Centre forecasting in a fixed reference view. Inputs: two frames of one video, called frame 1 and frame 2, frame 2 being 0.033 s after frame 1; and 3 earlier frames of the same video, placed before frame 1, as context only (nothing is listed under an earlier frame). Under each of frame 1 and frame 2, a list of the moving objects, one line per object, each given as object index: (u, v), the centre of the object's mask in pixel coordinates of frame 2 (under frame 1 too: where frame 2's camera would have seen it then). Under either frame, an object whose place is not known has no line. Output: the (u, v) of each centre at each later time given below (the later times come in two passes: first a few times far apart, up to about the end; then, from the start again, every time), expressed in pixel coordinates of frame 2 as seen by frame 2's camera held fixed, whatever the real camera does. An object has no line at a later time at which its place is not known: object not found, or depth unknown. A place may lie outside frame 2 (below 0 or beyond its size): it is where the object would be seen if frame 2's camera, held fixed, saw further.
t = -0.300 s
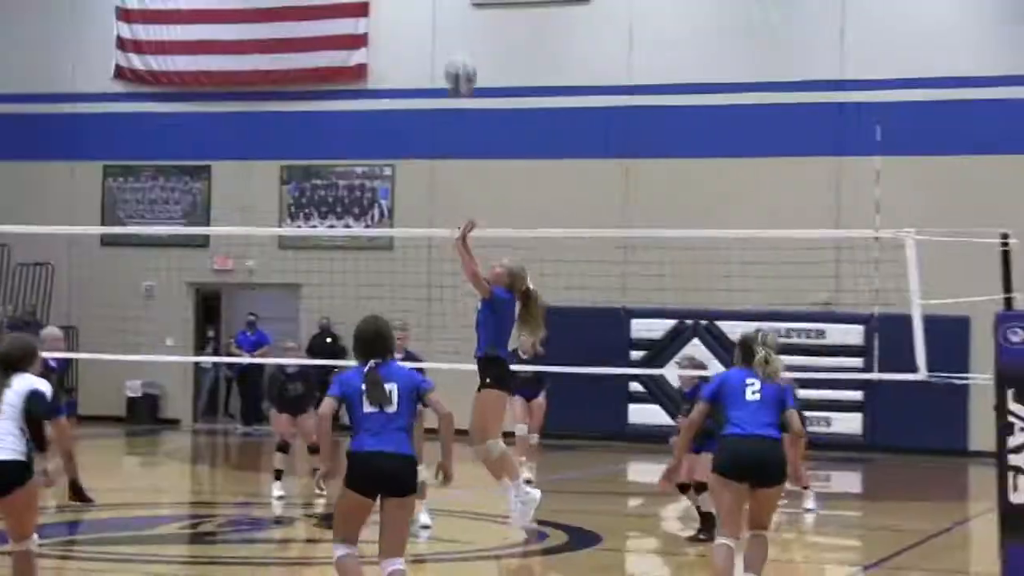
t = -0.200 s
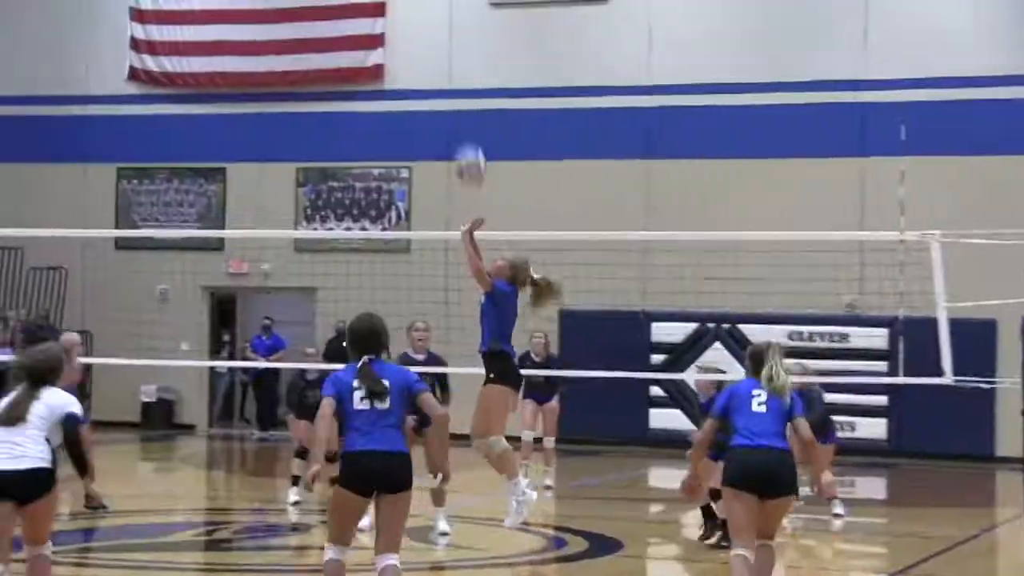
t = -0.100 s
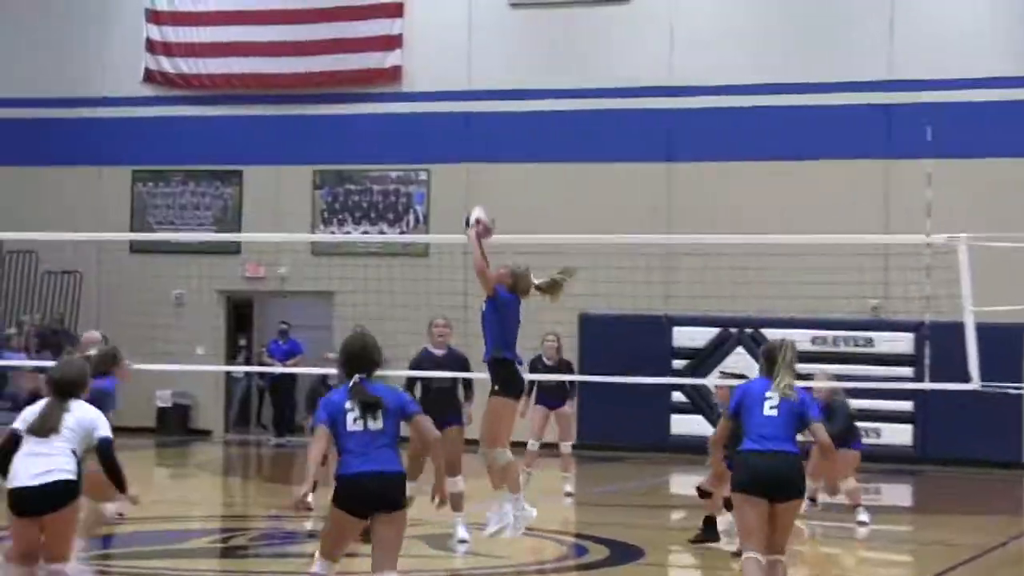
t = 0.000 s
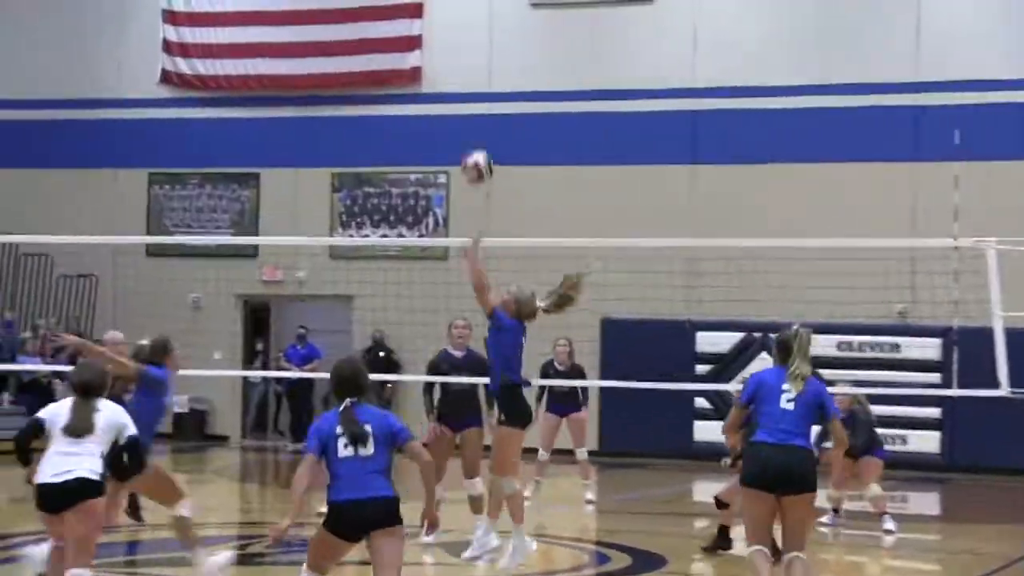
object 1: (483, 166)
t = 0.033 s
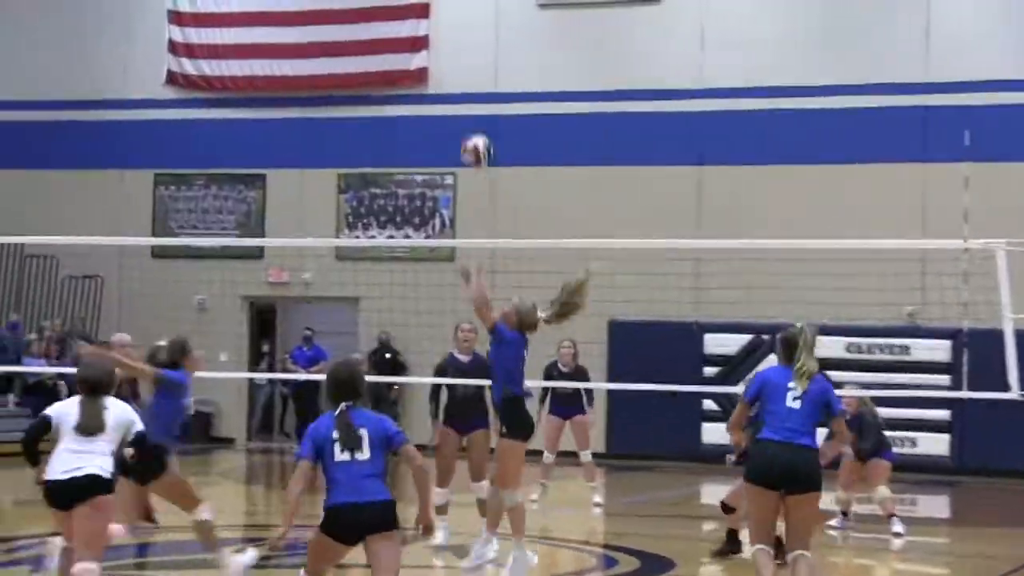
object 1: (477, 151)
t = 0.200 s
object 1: (440, 94)
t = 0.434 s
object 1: (389, 83)
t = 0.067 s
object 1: (470, 136)
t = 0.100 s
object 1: (463, 124)
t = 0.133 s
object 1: (456, 111)
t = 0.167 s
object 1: (447, 101)
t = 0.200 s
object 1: (440, 94)
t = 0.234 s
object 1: (432, 88)
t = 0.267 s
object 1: (425, 81)
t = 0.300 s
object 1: (418, 79)
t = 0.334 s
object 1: (411, 78)
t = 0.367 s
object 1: (404, 77)
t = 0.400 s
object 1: (397, 80)
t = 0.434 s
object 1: (389, 83)
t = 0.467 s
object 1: (382, 88)
